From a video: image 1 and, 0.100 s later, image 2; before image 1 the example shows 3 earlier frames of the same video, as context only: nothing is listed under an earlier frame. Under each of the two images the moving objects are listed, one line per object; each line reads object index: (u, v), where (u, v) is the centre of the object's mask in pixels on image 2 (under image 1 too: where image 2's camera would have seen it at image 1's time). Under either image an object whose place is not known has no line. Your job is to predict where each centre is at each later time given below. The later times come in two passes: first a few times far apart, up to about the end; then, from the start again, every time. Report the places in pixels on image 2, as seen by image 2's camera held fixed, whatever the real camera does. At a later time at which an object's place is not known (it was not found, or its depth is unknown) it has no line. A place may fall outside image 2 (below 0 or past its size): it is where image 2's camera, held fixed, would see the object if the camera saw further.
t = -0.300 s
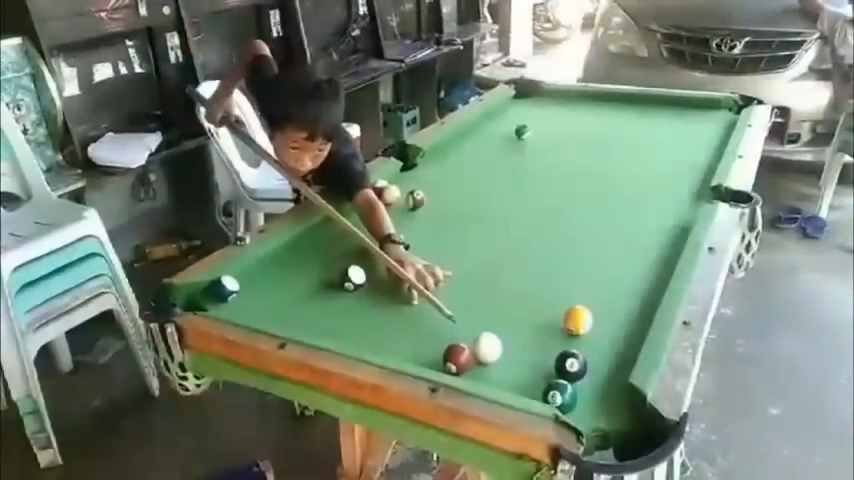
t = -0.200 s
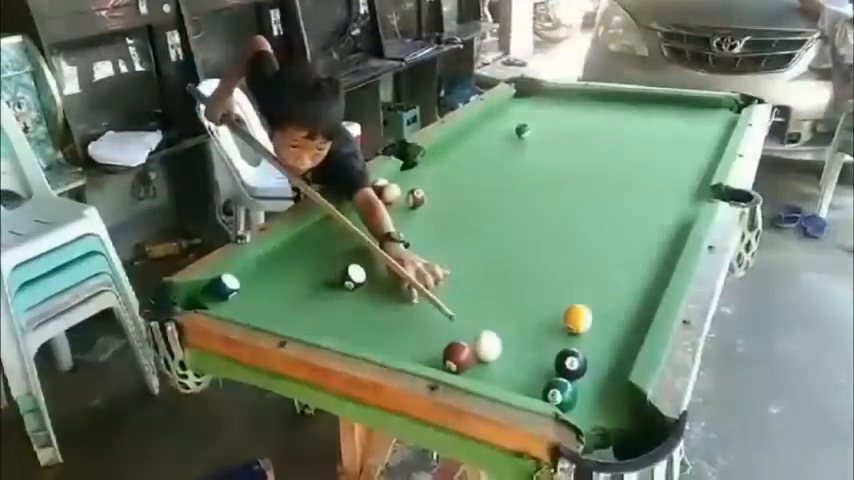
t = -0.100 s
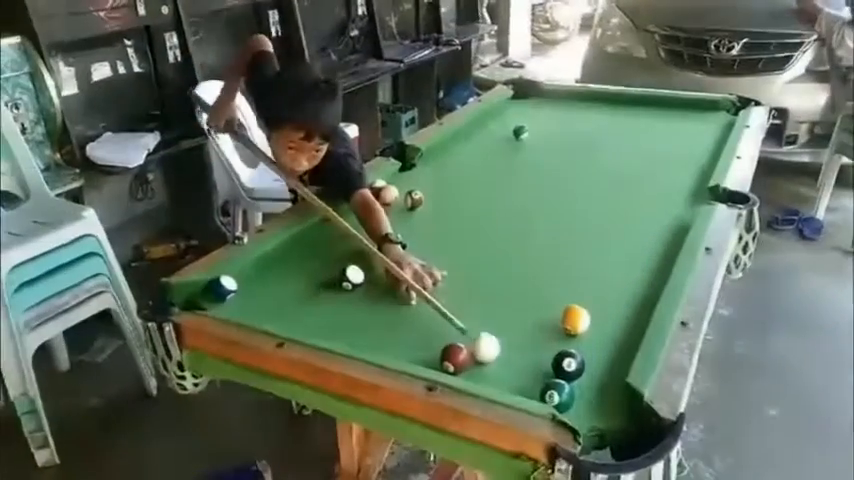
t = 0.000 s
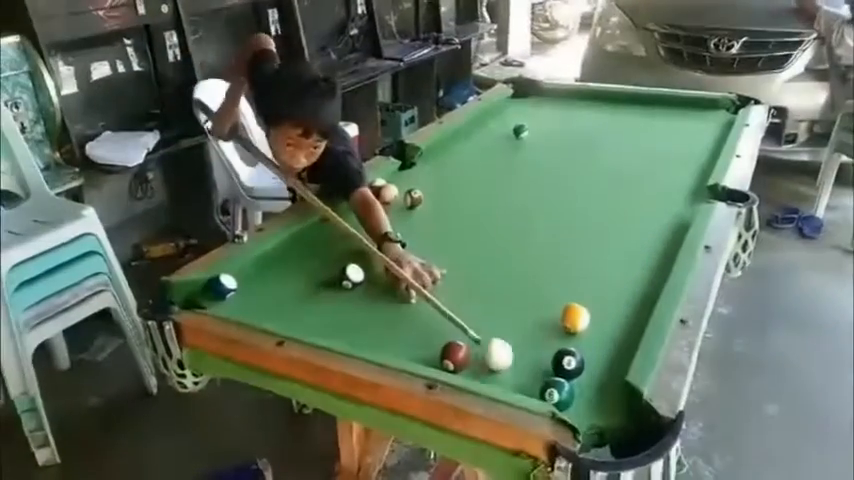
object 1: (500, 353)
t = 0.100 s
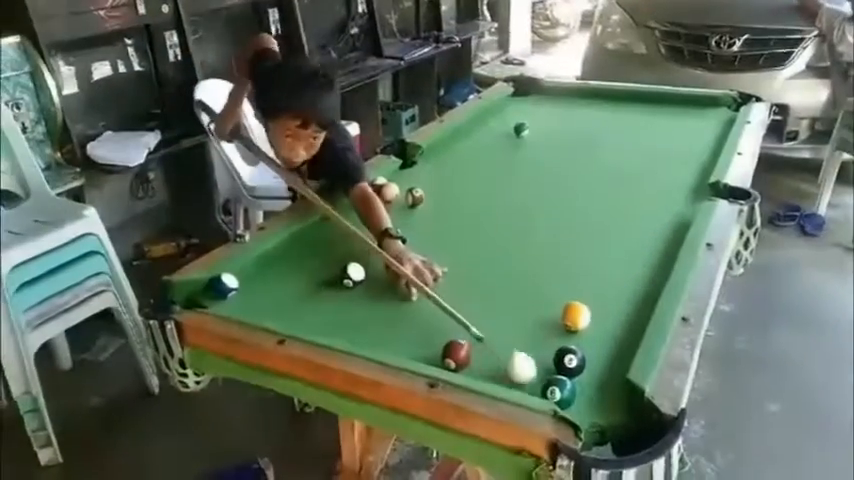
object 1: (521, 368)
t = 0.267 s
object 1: (535, 381)
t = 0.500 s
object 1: (539, 386)
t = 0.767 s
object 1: (544, 385)
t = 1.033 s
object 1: (545, 386)
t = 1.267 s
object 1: (545, 386)
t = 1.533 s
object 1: (545, 386)
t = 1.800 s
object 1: (545, 385)
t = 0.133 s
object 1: (528, 372)
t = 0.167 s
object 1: (532, 375)
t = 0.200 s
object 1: (533, 378)
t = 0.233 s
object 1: (534, 379)
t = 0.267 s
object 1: (535, 381)
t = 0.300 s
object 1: (535, 382)
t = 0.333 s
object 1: (536, 384)
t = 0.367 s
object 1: (537, 385)
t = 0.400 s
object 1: (537, 386)
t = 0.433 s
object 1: (538, 386)
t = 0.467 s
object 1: (538, 386)
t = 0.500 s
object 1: (539, 386)
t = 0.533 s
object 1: (540, 386)
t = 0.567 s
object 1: (541, 386)
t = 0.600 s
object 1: (541, 385)
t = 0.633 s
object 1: (542, 386)
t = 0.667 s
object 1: (543, 386)
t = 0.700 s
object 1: (543, 386)
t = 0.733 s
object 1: (543, 386)
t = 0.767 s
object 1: (544, 385)
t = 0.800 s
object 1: (544, 385)
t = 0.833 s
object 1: (545, 385)
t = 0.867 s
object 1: (545, 386)
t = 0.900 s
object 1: (545, 385)
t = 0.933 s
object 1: (545, 385)
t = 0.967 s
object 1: (545, 386)
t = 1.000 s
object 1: (545, 386)
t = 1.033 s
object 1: (545, 386)
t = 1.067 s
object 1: (545, 386)
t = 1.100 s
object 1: (545, 385)
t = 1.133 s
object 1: (545, 386)
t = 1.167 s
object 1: (545, 386)
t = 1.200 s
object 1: (545, 385)
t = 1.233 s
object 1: (545, 386)
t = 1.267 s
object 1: (545, 386)
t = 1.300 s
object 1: (545, 386)
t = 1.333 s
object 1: (545, 385)
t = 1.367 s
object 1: (545, 386)
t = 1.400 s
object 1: (545, 385)
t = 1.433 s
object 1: (544, 386)
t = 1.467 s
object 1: (545, 386)
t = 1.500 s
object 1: (545, 385)
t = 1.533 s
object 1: (545, 386)
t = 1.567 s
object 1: (545, 386)
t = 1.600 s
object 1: (544, 385)
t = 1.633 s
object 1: (545, 385)
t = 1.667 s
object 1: (545, 385)
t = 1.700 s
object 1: (545, 385)
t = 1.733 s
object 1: (545, 385)
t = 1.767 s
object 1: (545, 385)
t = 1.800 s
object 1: (545, 385)
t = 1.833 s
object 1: (545, 385)
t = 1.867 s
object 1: (545, 385)
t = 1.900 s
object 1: (545, 385)
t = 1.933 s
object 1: (546, 385)
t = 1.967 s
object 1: (546, 385)
